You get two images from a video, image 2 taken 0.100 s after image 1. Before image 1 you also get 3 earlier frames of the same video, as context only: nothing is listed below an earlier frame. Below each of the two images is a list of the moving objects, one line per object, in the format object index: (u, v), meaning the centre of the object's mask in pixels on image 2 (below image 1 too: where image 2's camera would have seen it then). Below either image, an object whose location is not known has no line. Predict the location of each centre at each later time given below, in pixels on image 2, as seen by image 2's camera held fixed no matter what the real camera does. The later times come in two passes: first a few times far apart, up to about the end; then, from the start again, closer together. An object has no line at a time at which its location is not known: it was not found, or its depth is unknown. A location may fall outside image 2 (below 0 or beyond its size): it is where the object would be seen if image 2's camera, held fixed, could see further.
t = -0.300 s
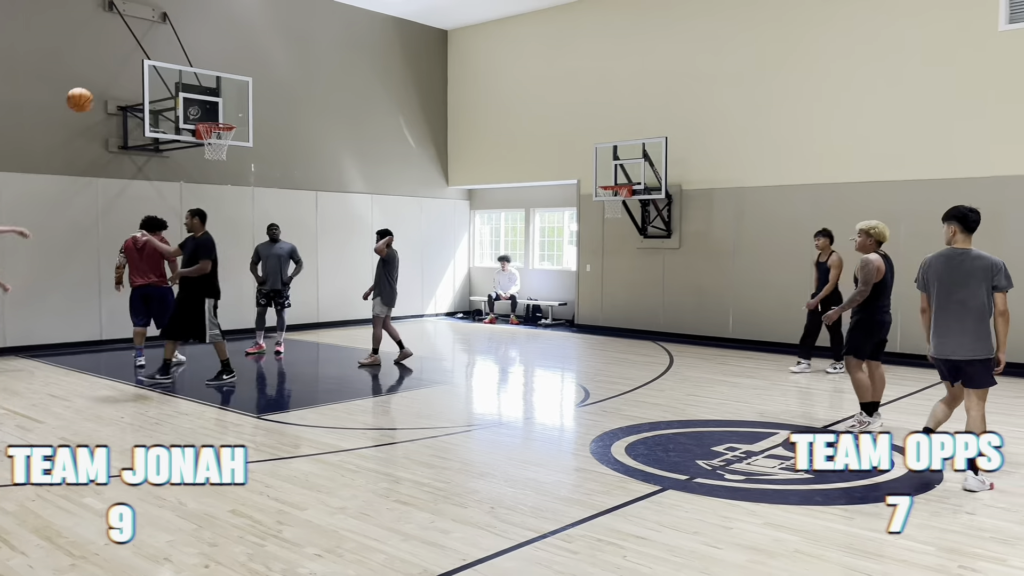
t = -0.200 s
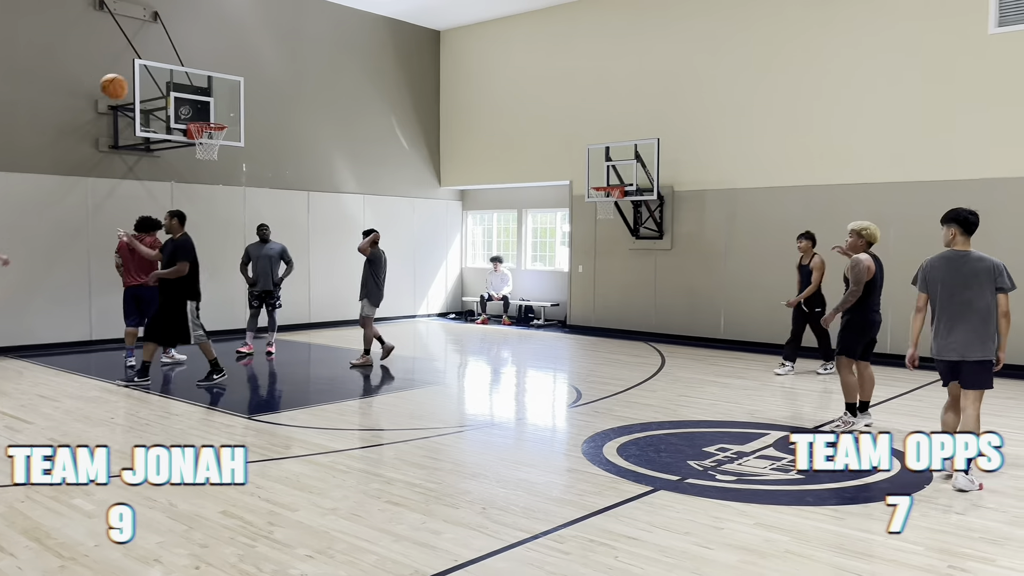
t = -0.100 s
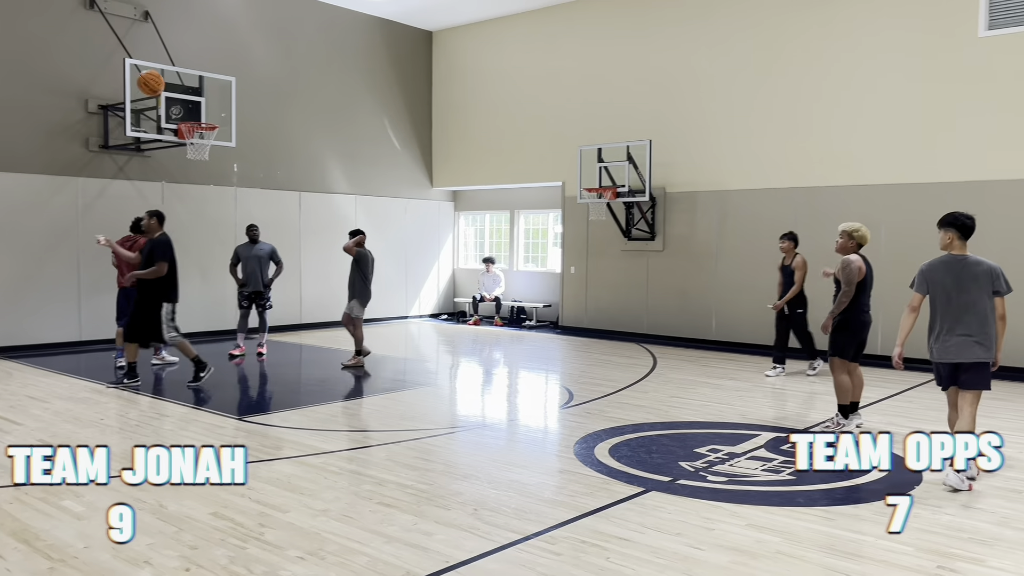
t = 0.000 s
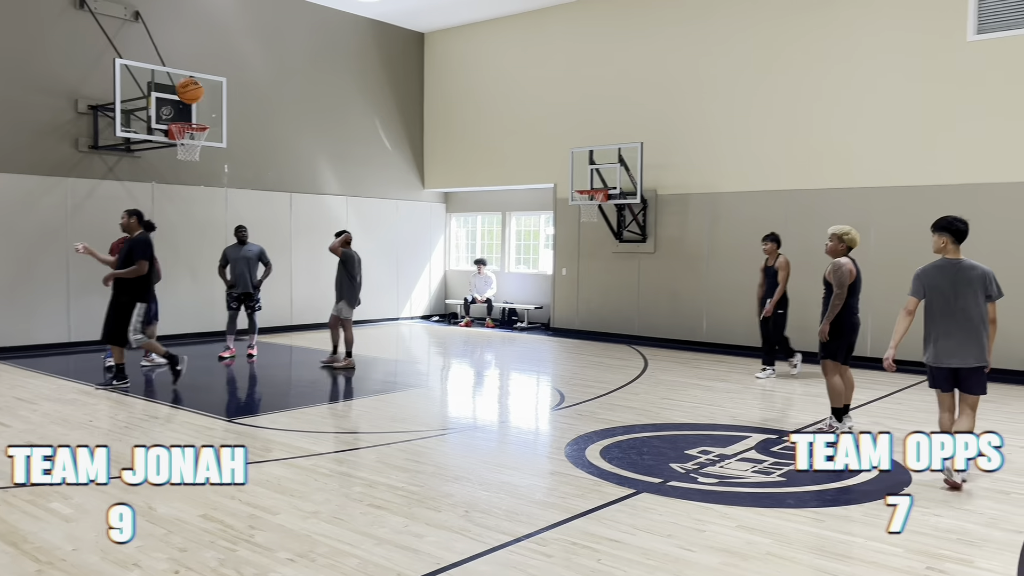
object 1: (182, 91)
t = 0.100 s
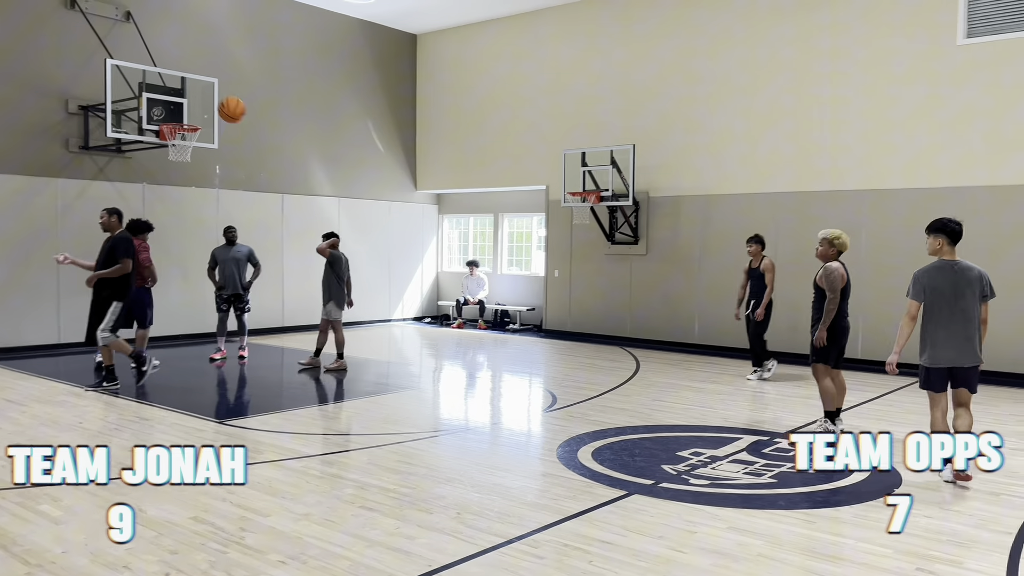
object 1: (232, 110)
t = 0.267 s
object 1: (320, 166)
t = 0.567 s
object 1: (490, 355)
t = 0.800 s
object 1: (575, 336)
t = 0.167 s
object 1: (266, 128)
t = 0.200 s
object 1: (284, 140)
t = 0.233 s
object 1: (302, 152)
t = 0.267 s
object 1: (320, 166)
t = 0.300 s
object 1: (338, 182)
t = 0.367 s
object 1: (375, 217)
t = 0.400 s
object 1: (393, 236)
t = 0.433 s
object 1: (412, 258)
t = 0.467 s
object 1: (431, 281)
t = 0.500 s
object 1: (451, 305)
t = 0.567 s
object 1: (490, 355)
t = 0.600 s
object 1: (511, 383)
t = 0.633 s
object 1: (533, 413)
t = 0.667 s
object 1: (545, 412)
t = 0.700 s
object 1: (552, 392)
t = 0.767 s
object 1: (568, 353)
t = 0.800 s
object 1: (575, 336)
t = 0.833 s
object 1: (583, 321)
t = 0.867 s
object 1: (592, 306)
